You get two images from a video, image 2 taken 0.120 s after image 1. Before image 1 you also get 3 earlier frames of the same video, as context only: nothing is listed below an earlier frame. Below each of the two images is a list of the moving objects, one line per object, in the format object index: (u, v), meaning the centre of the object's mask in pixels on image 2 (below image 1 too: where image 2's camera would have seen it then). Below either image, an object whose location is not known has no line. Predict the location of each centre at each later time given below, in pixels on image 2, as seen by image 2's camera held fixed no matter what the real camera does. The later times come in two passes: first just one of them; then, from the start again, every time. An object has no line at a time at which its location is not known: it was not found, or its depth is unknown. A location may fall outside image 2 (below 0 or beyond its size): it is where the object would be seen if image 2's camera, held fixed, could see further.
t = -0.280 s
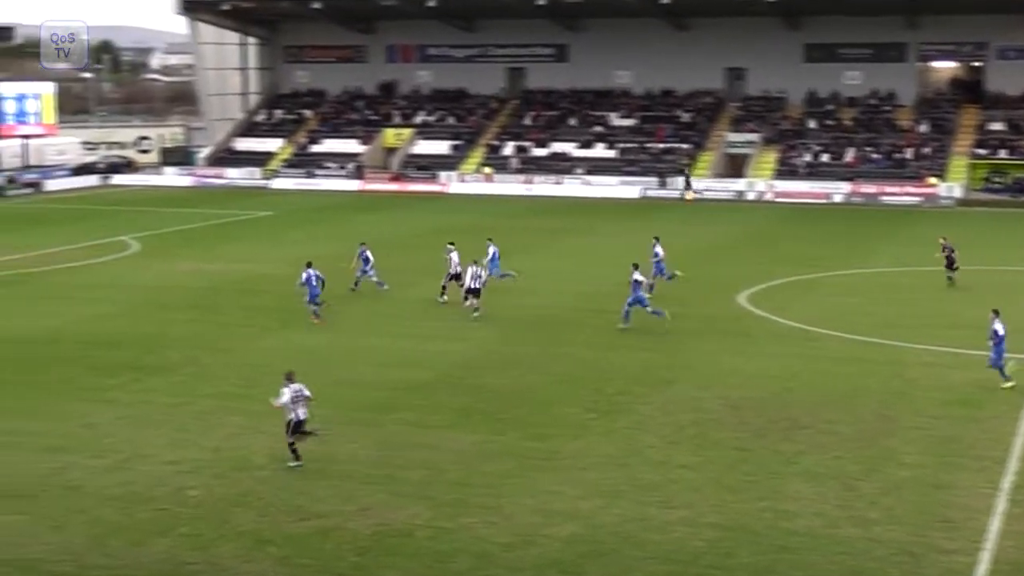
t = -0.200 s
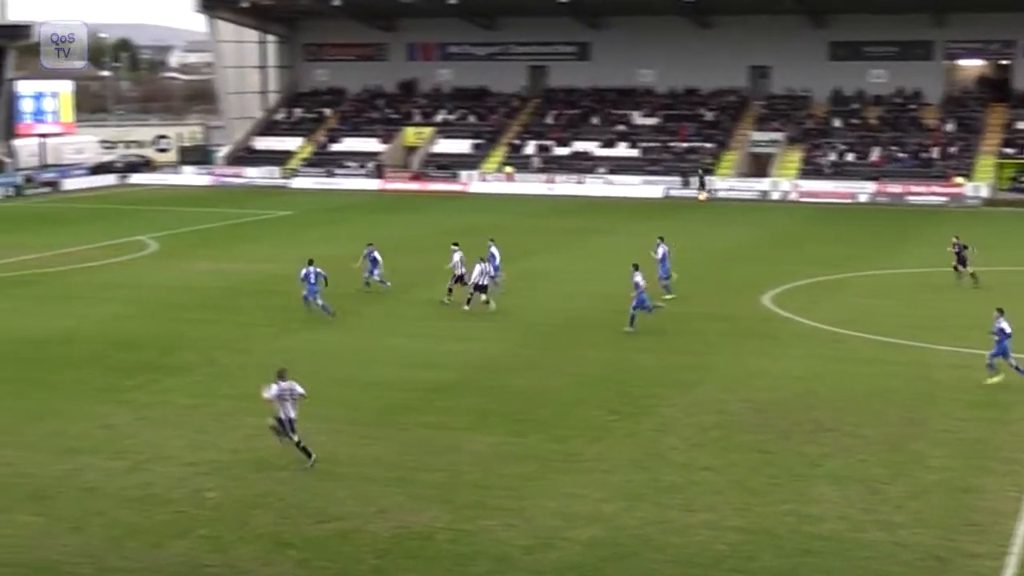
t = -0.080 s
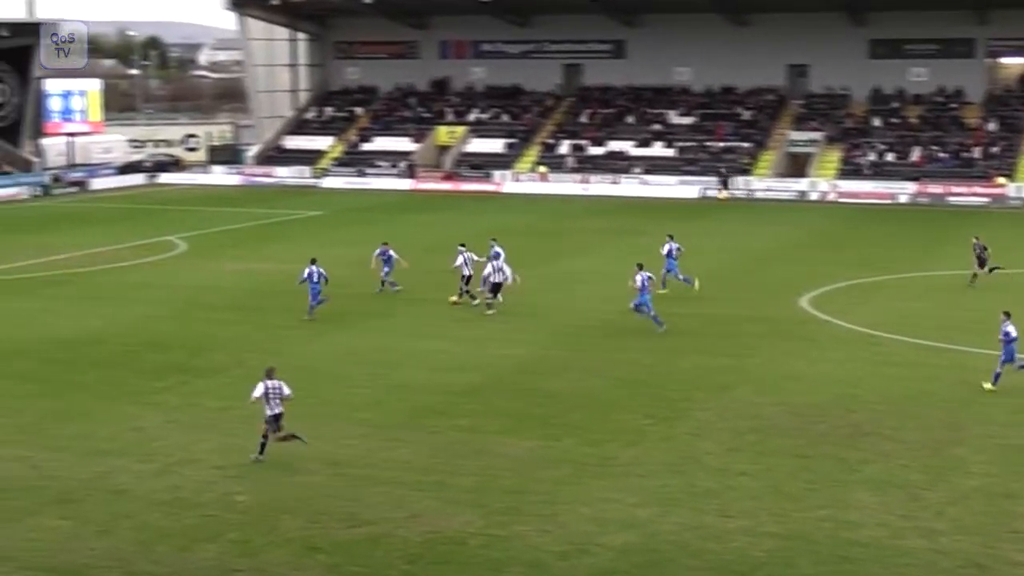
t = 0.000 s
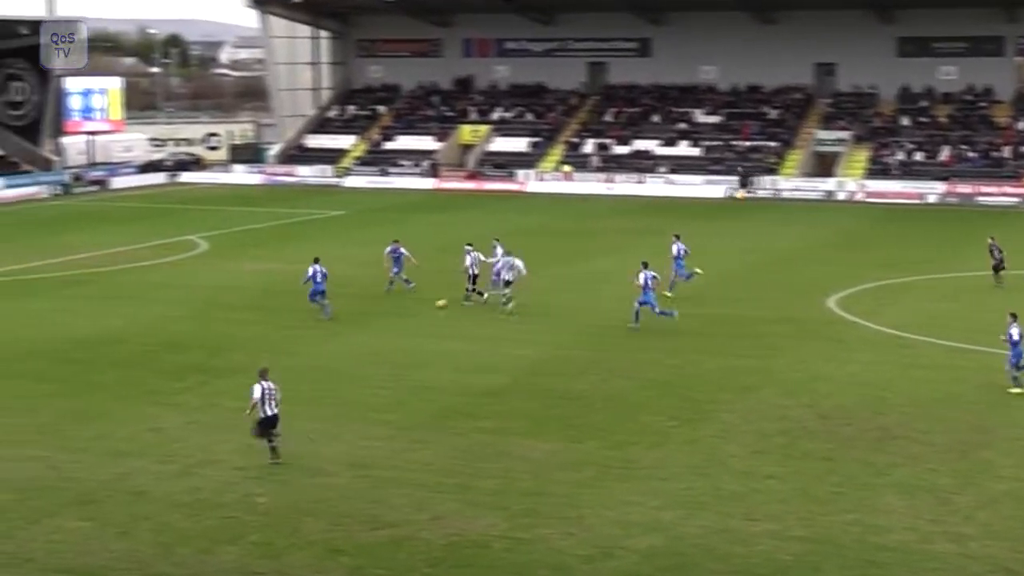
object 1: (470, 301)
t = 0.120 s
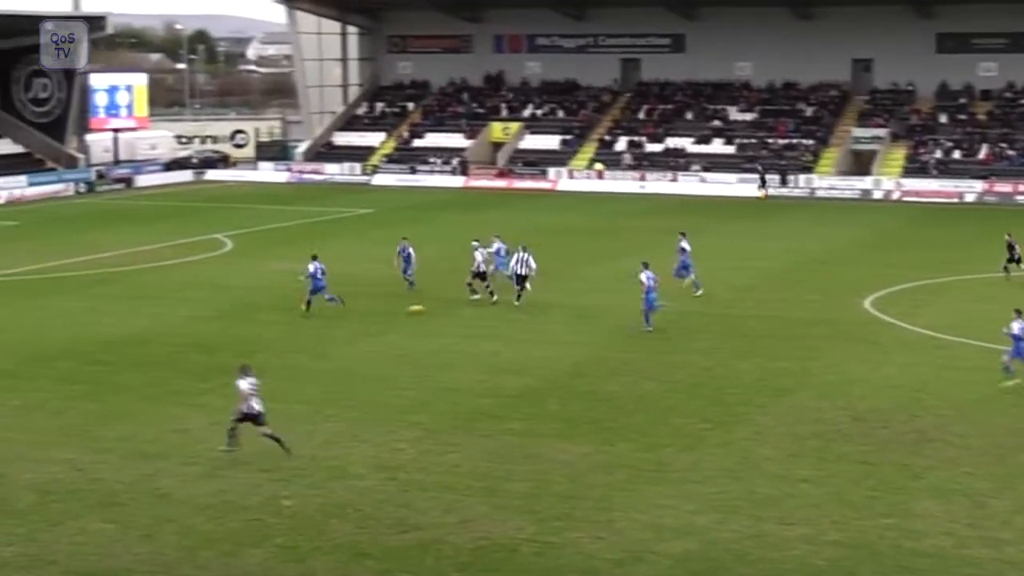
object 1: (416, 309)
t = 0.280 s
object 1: (344, 316)
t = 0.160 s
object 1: (397, 311)
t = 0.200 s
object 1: (380, 313)
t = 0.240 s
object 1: (362, 314)
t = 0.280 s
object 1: (344, 316)
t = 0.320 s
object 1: (327, 317)
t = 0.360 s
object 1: (309, 320)
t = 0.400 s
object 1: (291, 322)
